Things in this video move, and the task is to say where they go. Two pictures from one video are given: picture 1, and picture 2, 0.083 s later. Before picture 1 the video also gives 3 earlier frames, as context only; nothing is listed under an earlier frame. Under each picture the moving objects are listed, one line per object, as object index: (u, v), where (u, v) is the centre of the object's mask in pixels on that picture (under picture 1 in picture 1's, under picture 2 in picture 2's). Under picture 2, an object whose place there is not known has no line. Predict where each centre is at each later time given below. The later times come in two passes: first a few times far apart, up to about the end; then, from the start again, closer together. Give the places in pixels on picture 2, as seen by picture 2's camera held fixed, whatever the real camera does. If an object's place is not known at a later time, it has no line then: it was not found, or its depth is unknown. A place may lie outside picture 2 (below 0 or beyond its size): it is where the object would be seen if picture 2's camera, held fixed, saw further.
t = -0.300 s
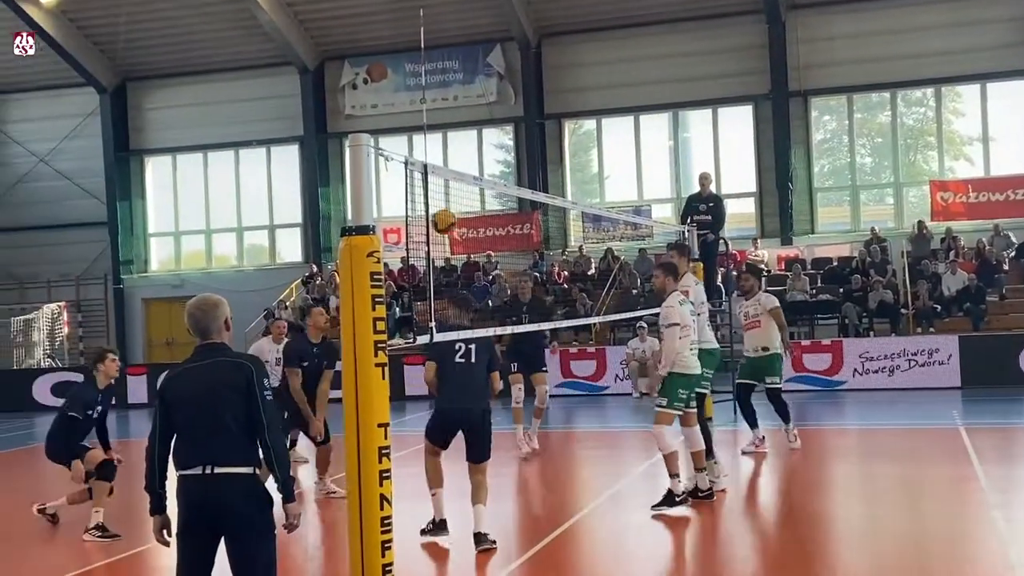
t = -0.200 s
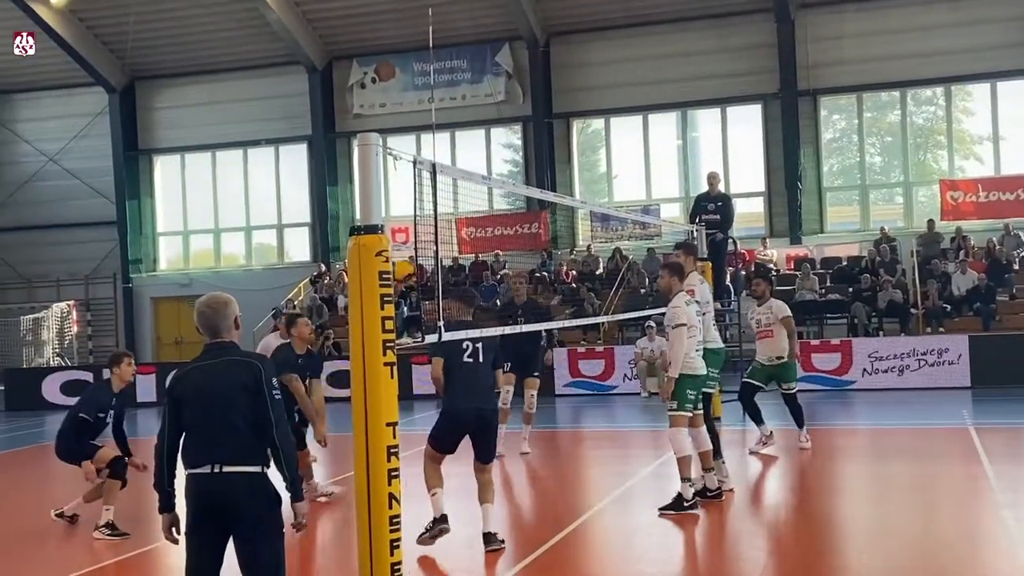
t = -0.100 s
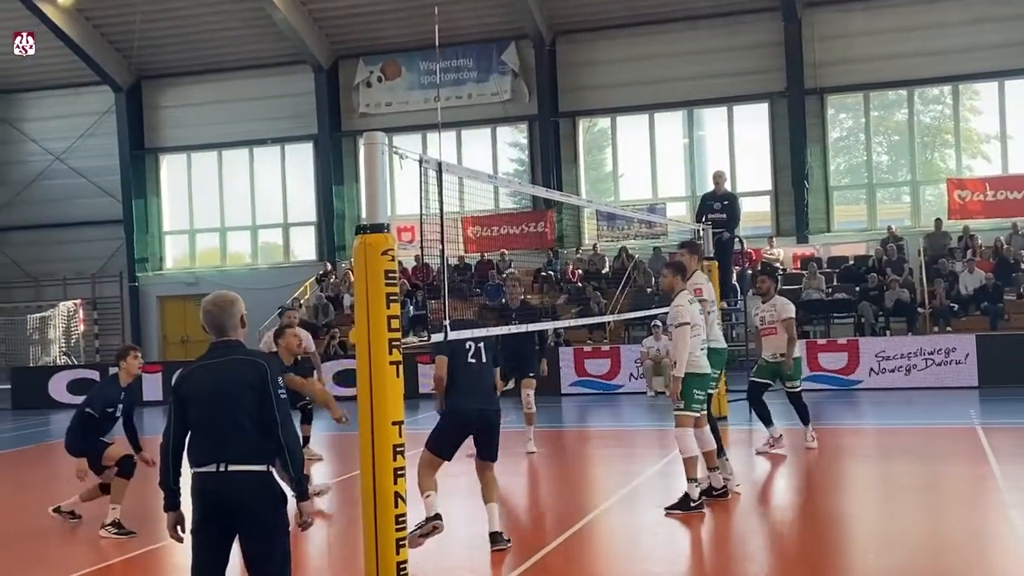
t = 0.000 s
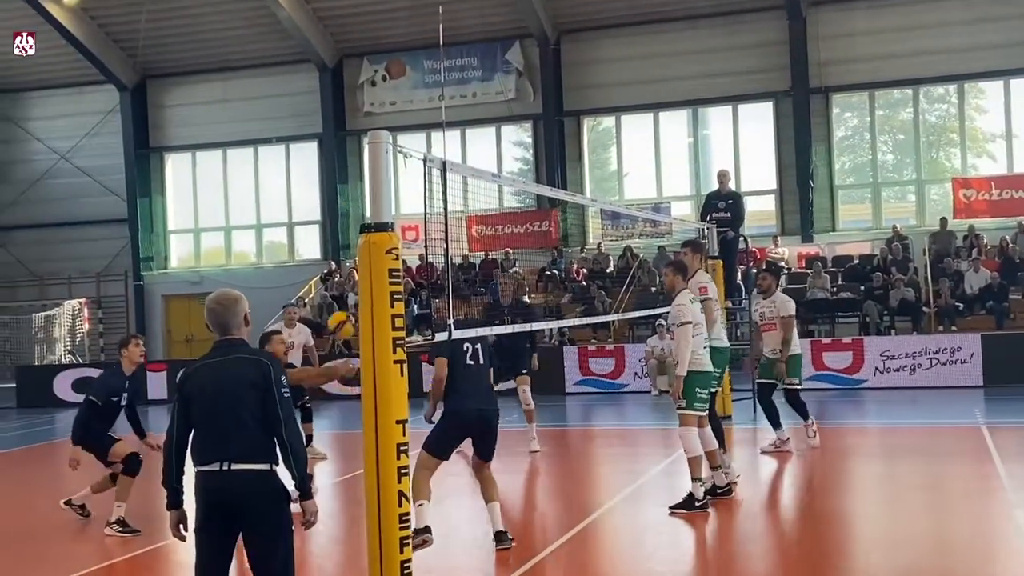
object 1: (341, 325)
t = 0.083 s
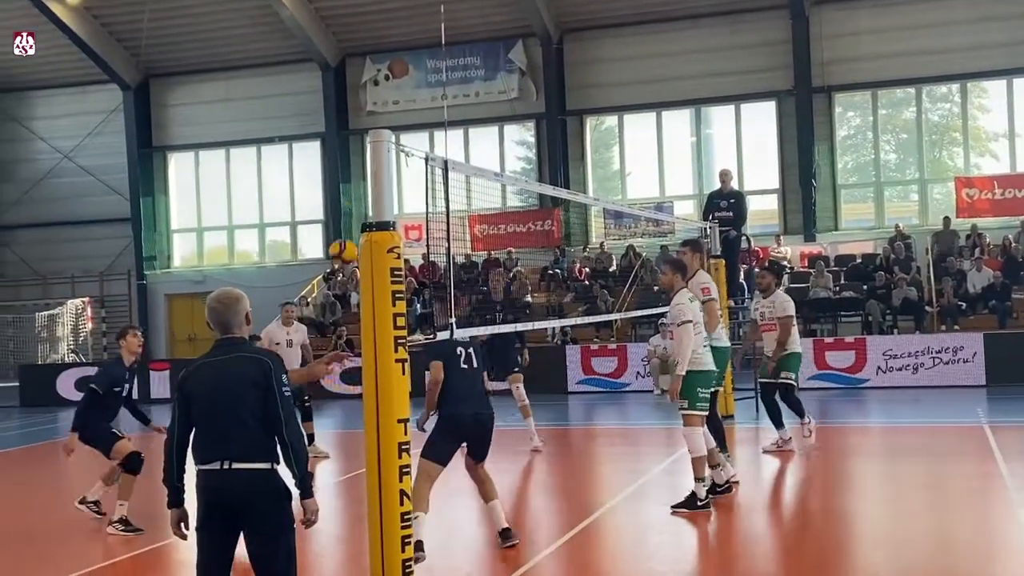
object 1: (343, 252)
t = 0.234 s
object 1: (340, 149)
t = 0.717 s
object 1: (352, 23)
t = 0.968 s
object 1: (361, 71)
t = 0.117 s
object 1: (342, 226)
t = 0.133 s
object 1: (343, 214)
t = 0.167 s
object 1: (342, 191)
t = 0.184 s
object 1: (341, 180)
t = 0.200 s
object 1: (340, 169)
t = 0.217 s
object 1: (341, 159)
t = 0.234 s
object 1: (340, 149)
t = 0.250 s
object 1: (340, 139)
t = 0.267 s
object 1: (340, 130)
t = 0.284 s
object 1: (342, 121)
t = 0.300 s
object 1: (343, 114)
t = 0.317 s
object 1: (342, 106)
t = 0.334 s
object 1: (340, 98)
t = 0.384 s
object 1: (339, 77)
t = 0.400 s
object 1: (340, 71)
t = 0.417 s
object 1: (343, 65)
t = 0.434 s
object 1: (341, 59)
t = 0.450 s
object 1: (341, 54)
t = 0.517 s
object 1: (347, 38)
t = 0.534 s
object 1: (347, 35)
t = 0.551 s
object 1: (347, 33)
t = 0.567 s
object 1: (347, 30)
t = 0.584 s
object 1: (348, 28)
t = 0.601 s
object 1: (348, 26)
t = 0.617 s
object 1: (349, 24)
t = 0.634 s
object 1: (349, 23)
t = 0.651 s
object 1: (350, 22)
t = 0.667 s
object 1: (350, 22)
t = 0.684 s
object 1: (351, 22)
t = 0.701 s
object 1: (351, 22)
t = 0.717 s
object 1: (352, 23)
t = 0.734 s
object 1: (353, 23)
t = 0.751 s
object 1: (353, 25)
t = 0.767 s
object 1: (353, 26)
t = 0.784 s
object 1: (354, 28)
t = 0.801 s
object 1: (355, 30)
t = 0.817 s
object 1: (356, 33)
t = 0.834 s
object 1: (357, 36)
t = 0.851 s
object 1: (357, 40)
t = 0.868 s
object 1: (357, 43)
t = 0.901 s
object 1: (357, 52)
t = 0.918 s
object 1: (357, 56)
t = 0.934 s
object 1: (360, 60)
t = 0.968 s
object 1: (361, 71)
